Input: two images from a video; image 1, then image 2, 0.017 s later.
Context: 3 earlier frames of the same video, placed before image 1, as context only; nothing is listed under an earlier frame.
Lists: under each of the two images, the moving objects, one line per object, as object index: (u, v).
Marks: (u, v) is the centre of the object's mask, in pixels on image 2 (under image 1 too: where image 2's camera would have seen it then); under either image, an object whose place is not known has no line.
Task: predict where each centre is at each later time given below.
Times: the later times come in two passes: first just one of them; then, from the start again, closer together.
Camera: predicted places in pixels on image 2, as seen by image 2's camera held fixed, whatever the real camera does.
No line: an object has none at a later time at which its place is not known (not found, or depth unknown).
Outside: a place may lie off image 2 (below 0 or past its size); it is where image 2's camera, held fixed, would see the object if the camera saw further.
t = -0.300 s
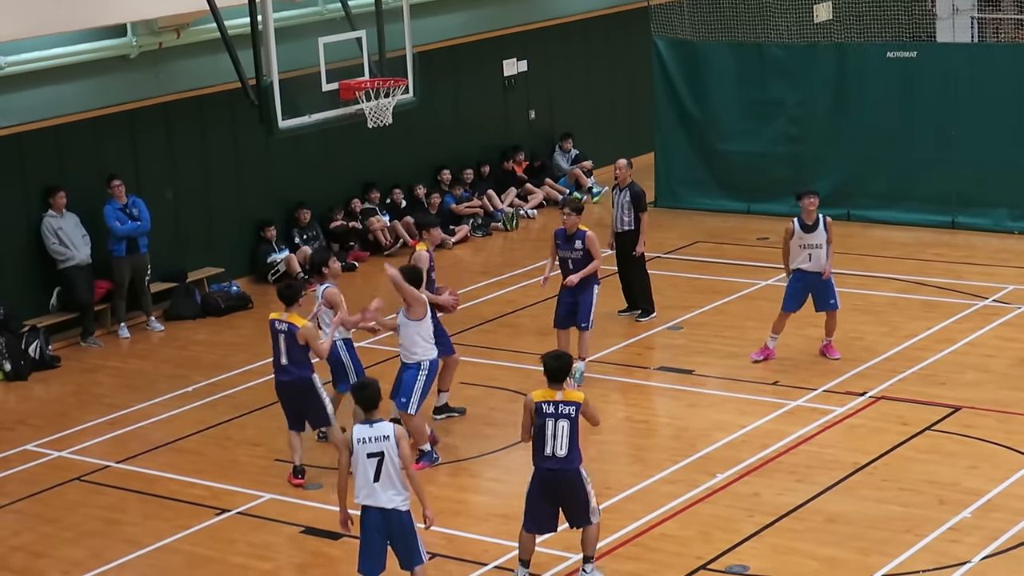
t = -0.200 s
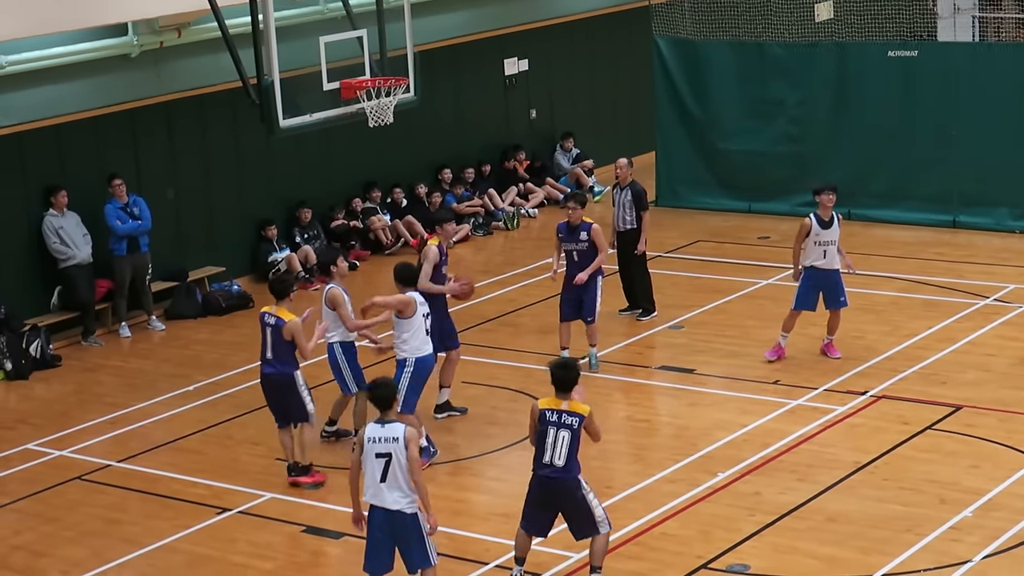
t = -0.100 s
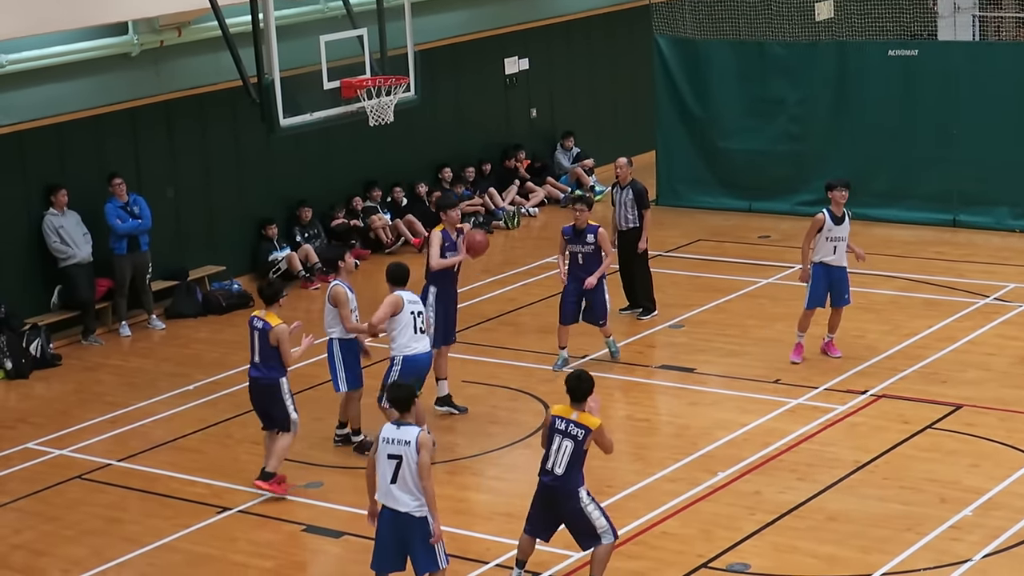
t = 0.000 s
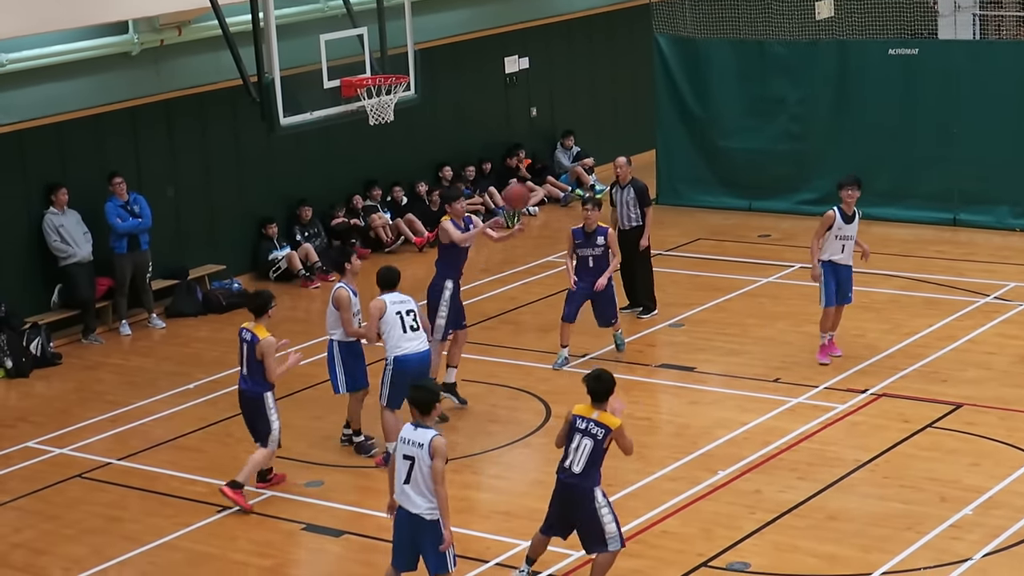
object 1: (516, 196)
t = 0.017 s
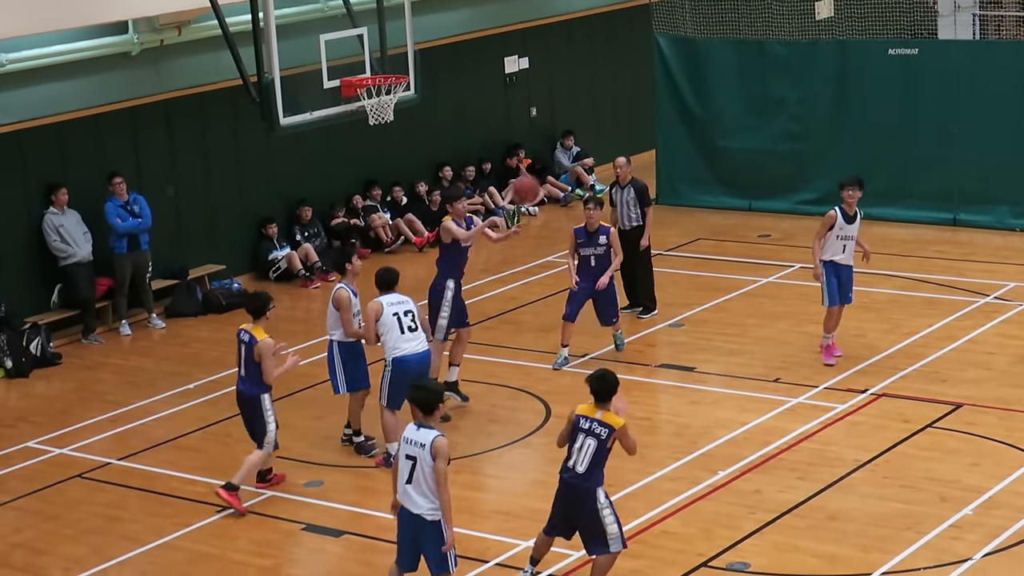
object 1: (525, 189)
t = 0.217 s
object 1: (654, 113)
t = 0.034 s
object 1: (536, 181)
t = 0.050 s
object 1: (545, 173)
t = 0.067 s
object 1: (556, 167)
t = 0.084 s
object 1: (566, 160)
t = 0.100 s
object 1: (578, 152)
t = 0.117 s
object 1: (588, 146)
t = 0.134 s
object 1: (598, 140)
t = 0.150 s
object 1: (609, 134)
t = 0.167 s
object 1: (619, 129)
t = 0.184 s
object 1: (631, 123)
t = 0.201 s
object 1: (643, 118)
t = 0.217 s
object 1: (654, 113)
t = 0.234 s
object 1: (665, 108)
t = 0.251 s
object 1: (677, 104)
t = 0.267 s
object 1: (688, 100)
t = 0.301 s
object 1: (712, 93)
